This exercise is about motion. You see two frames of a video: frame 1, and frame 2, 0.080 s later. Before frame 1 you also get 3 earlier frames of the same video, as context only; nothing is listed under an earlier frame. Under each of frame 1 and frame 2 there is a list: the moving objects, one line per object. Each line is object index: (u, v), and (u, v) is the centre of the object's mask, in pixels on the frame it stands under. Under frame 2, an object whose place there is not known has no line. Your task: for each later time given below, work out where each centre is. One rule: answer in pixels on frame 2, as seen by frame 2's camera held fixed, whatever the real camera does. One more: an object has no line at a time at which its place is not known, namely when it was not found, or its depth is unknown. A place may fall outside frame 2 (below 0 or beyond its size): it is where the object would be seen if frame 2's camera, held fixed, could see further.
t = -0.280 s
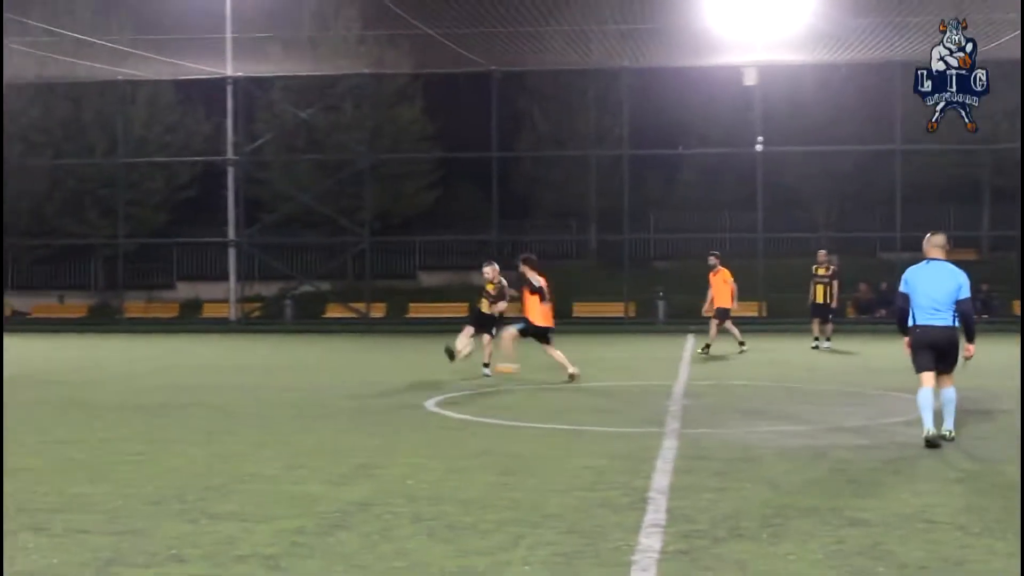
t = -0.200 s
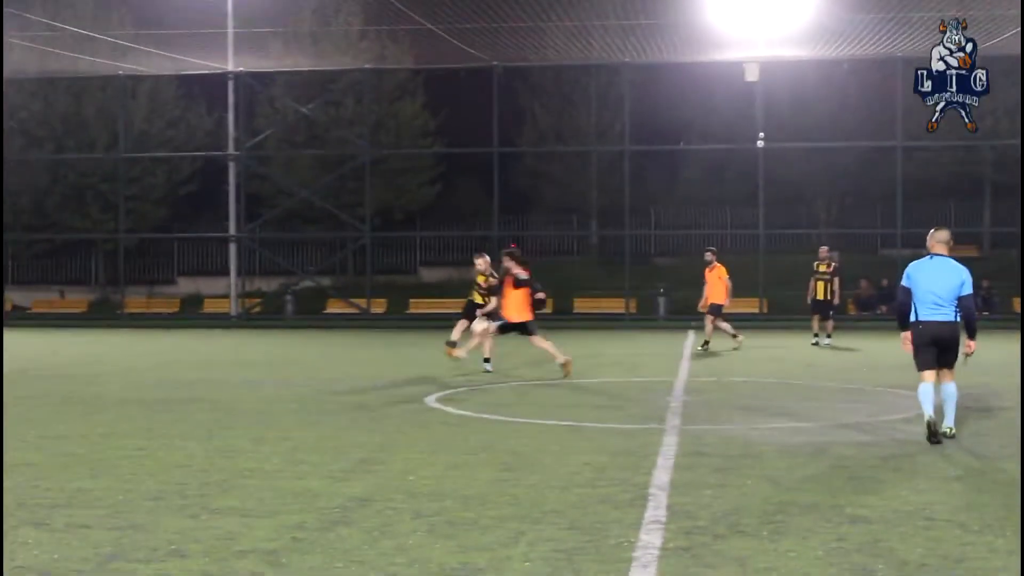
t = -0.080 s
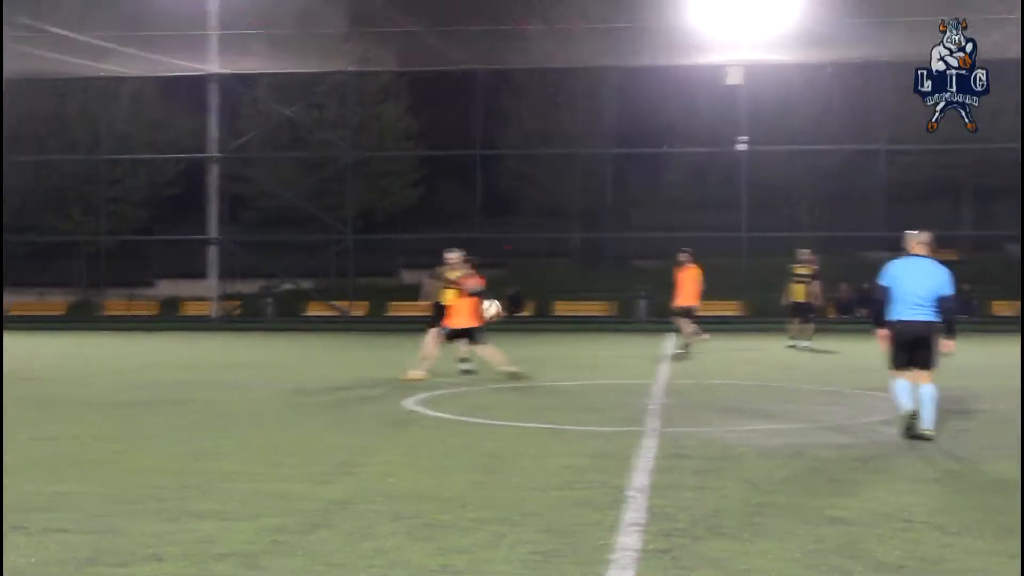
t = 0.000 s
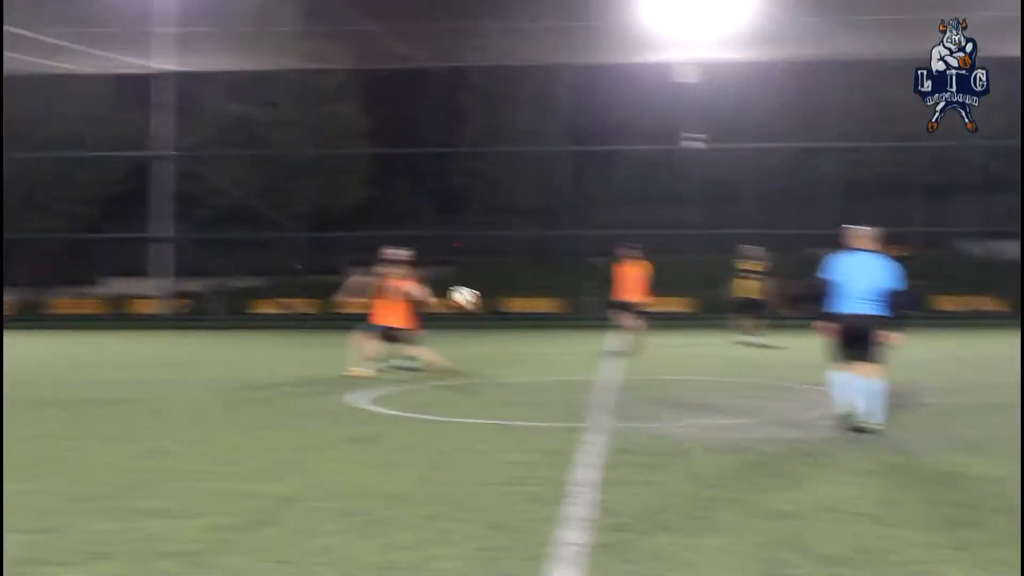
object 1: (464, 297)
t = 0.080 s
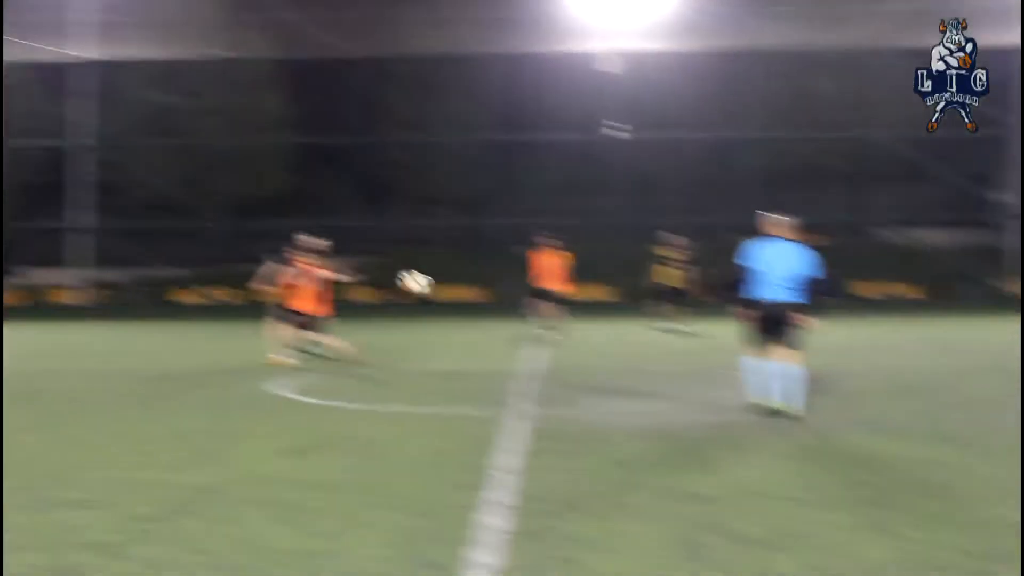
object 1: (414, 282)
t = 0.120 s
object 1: (417, 279)
